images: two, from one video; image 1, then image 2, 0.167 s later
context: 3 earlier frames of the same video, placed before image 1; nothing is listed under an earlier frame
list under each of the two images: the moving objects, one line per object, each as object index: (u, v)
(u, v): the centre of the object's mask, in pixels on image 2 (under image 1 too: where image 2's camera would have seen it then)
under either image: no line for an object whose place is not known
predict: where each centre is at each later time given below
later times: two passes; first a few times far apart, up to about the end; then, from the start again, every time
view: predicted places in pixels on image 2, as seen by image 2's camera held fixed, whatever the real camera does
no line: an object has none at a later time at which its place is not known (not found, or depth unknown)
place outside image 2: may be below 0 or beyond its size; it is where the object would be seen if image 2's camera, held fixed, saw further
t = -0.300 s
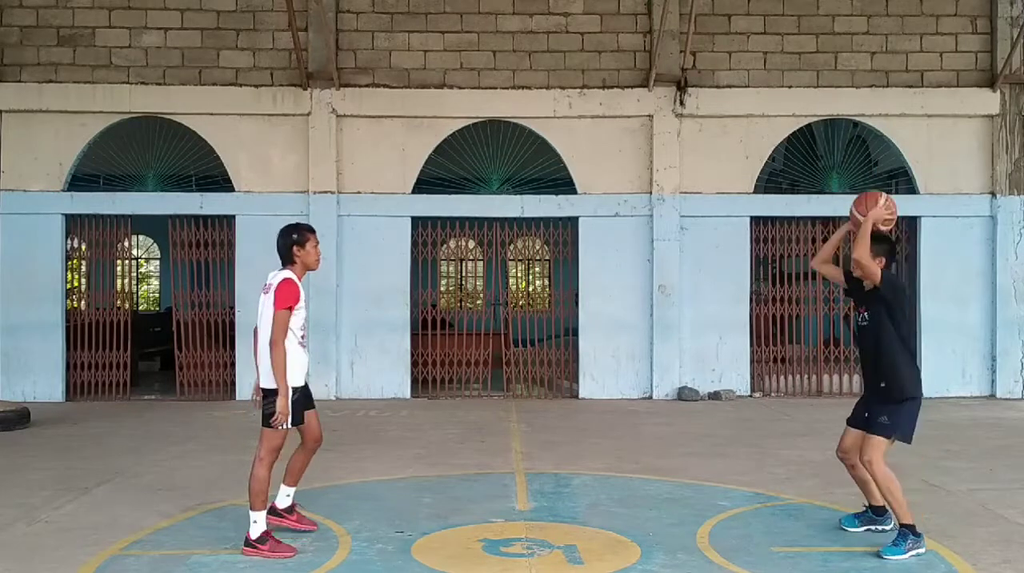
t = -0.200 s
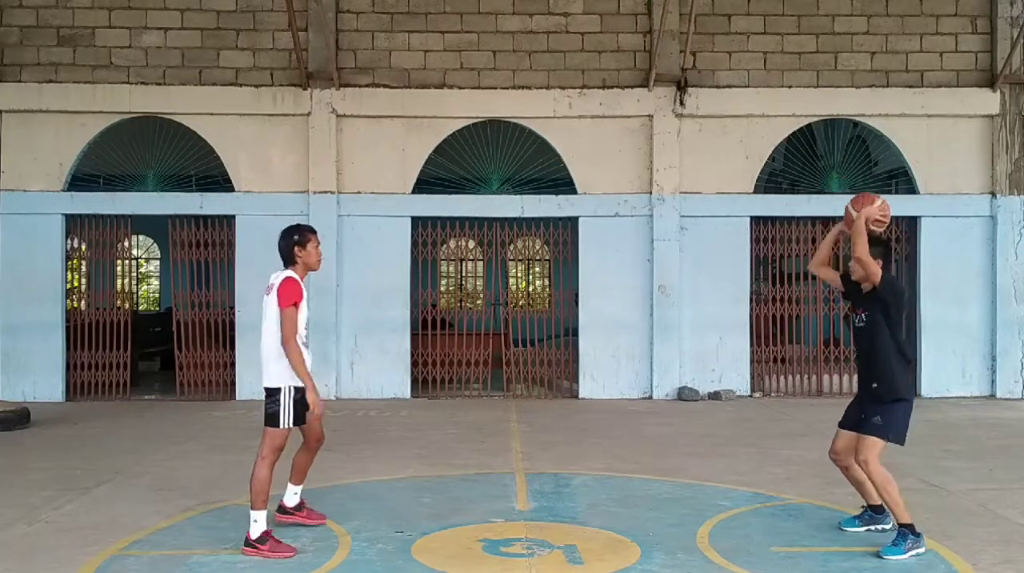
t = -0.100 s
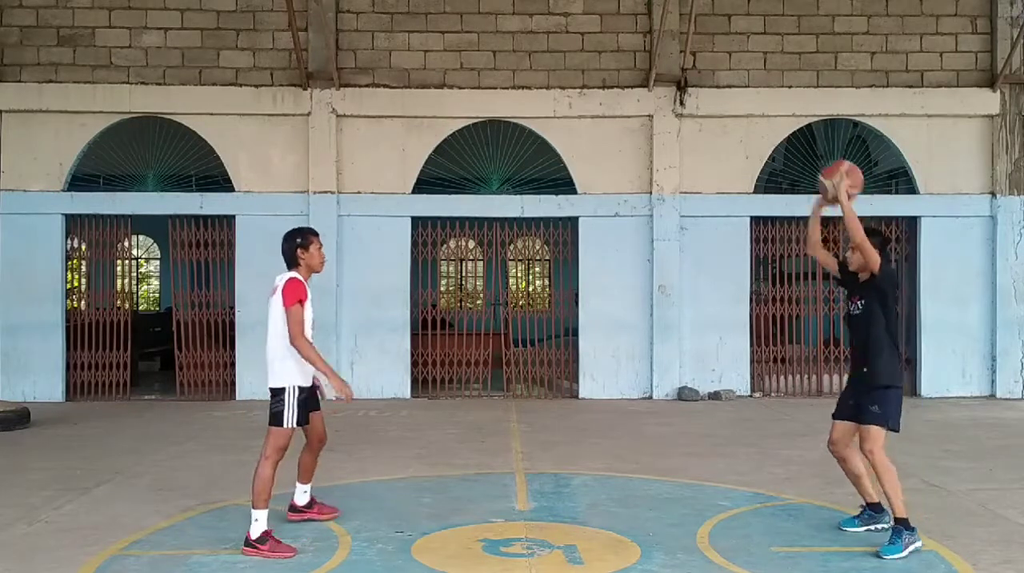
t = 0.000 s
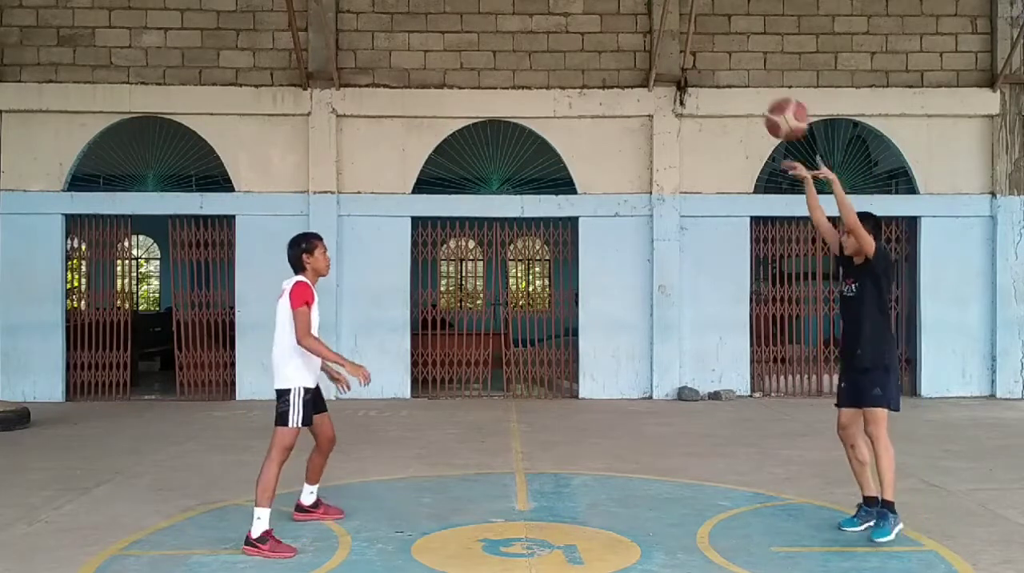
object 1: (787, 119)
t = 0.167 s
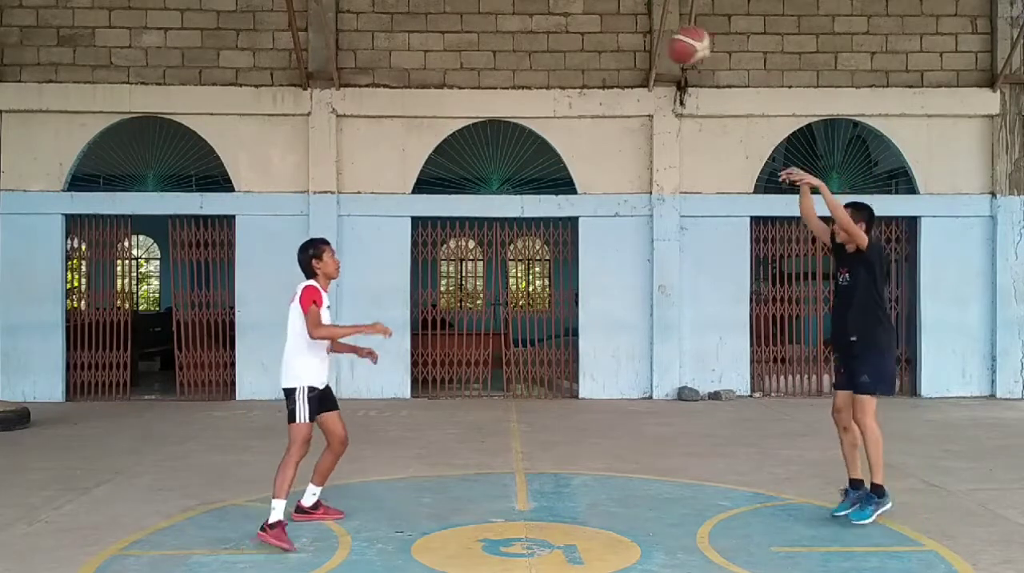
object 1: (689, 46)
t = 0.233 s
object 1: (653, 31)
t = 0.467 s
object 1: (525, 39)
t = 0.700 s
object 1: (408, 133)
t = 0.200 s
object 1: (671, 38)
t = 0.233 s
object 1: (653, 31)
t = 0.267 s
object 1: (634, 27)
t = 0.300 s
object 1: (615, 24)
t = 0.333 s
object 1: (596, 23)
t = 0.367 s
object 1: (579, 24)
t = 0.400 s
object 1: (561, 28)
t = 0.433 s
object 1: (544, 32)
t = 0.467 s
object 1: (525, 39)
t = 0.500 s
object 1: (509, 46)
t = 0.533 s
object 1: (492, 57)
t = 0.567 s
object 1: (475, 69)
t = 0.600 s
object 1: (457, 83)
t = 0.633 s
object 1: (441, 98)
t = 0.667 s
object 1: (424, 115)
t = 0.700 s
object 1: (408, 133)
